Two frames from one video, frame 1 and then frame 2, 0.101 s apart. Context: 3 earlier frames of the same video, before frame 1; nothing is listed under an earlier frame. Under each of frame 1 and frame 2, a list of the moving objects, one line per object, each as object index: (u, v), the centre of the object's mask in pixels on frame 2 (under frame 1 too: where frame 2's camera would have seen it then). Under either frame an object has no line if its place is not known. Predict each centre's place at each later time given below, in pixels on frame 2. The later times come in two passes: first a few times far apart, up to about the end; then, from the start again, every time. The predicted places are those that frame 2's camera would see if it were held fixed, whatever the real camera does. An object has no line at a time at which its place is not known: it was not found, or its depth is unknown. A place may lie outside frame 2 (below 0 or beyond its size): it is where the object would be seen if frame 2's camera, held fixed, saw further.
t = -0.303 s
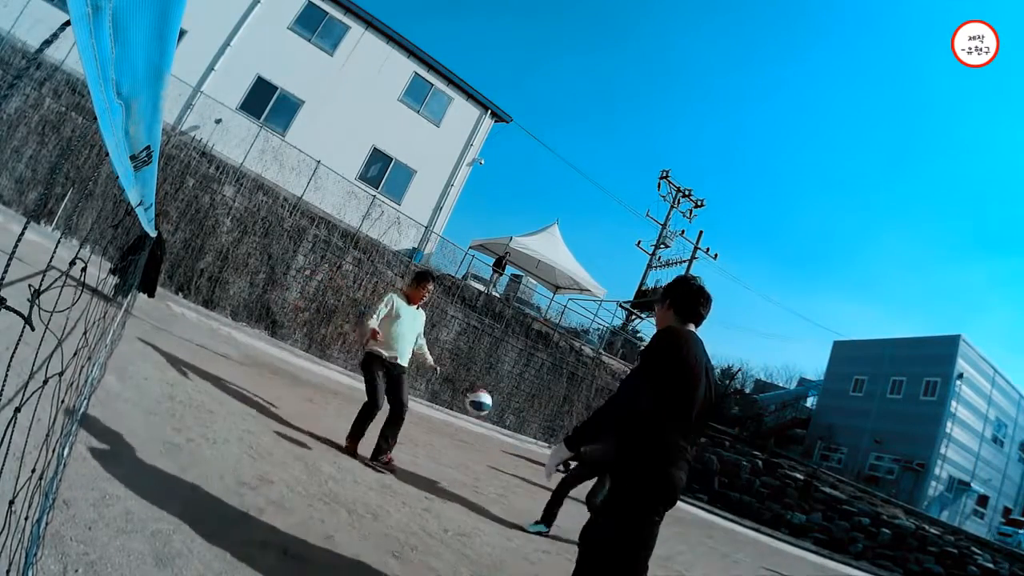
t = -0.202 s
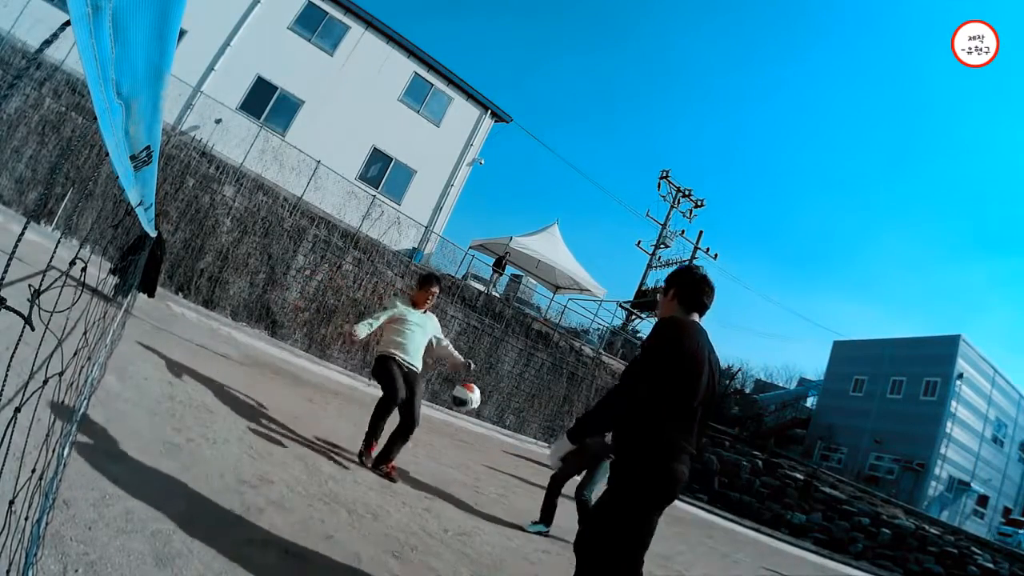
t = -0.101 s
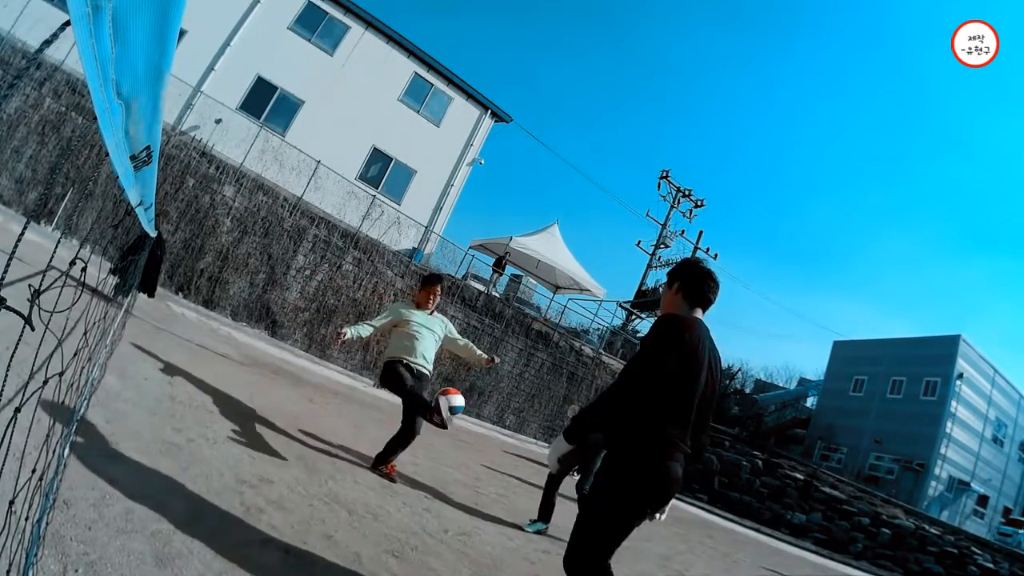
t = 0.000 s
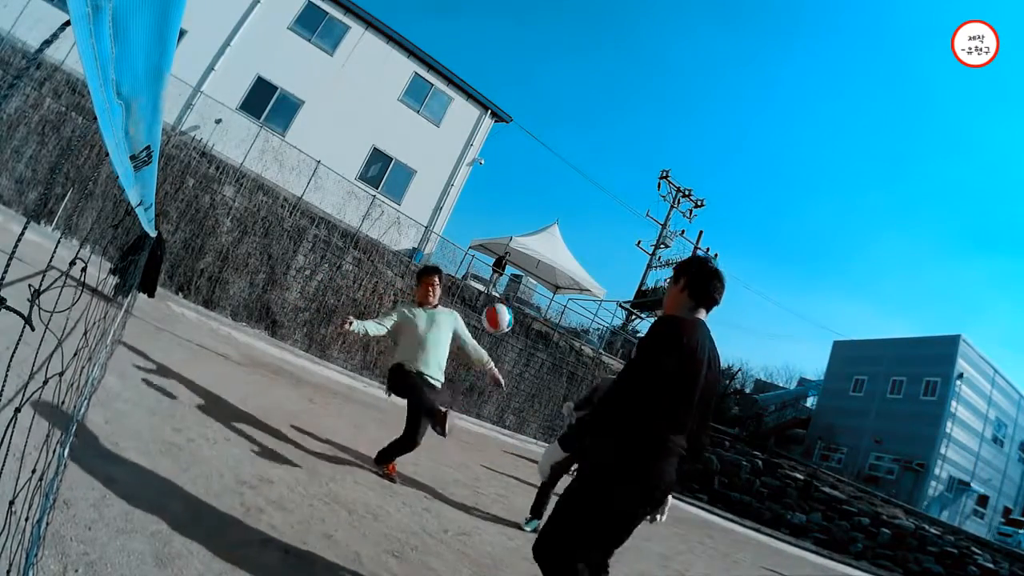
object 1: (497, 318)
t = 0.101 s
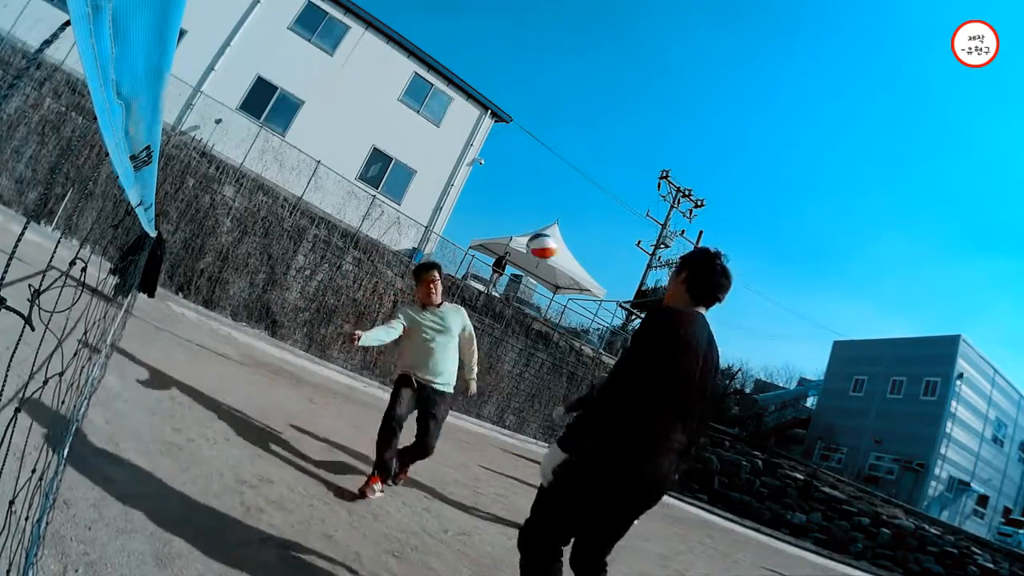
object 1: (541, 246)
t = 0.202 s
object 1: (578, 193)
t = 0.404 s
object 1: (632, 125)
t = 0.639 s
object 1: (672, 106)
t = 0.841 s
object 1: (690, 140)
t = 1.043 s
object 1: (693, 236)
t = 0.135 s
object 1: (554, 227)
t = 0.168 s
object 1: (566, 209)
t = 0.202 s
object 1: (578, 193)
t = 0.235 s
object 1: (588, 177)
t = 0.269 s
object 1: (599, 164)
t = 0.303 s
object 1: (608, 152)
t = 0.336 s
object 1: (617, 141)
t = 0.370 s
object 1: (625, 132)
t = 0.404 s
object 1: (632, 125)
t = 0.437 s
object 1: (640, 119)
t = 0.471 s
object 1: (646, 113)
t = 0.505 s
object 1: (652, 109)
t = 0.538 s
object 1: (658, 107)
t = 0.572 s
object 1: (663, 106)
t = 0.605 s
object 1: (667, 105)
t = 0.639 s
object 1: (672, 106)
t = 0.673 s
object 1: (676, 108)
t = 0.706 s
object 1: (679, 112)
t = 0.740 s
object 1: (682, 117)
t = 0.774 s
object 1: (685, 123)
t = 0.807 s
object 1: (688, 131)
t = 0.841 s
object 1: (690, 140)
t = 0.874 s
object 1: (692, 151)
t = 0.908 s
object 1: (693, 164)
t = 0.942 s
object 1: (694, 178)
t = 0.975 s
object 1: (694, 195)
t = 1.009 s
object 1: (694, 215)
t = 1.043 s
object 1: (693, 236)
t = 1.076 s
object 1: (691, 261)
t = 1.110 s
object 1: (688, 288)
